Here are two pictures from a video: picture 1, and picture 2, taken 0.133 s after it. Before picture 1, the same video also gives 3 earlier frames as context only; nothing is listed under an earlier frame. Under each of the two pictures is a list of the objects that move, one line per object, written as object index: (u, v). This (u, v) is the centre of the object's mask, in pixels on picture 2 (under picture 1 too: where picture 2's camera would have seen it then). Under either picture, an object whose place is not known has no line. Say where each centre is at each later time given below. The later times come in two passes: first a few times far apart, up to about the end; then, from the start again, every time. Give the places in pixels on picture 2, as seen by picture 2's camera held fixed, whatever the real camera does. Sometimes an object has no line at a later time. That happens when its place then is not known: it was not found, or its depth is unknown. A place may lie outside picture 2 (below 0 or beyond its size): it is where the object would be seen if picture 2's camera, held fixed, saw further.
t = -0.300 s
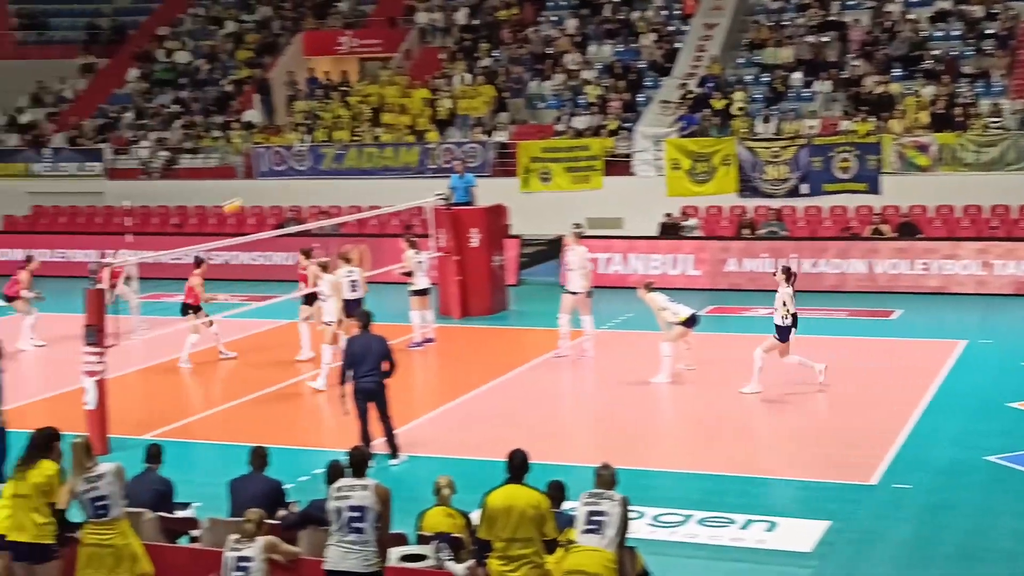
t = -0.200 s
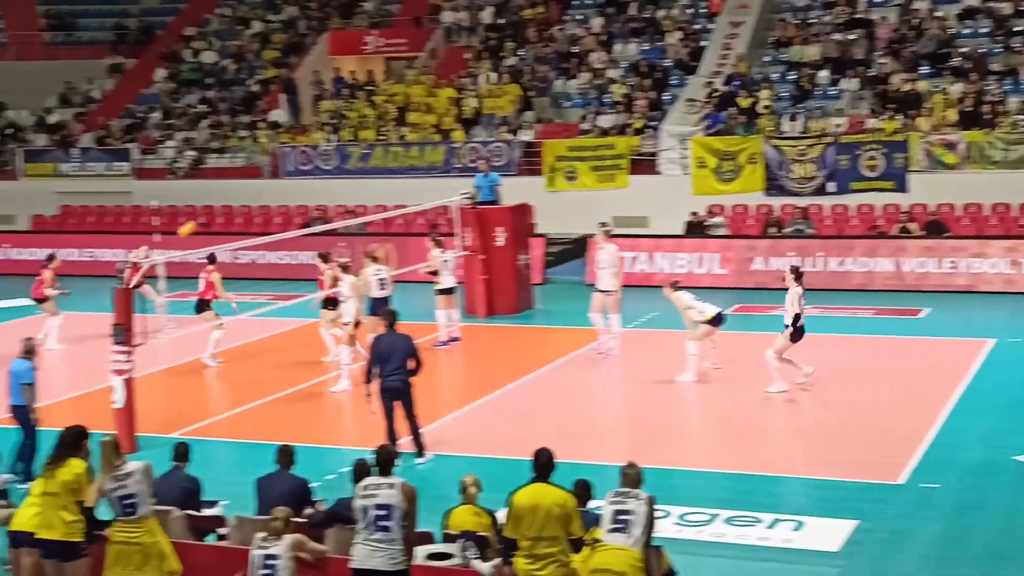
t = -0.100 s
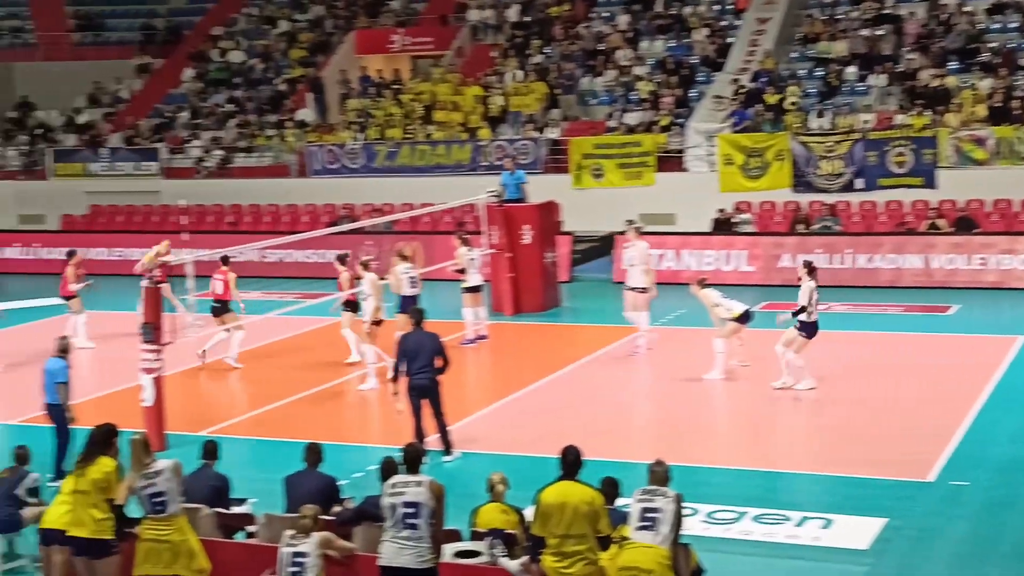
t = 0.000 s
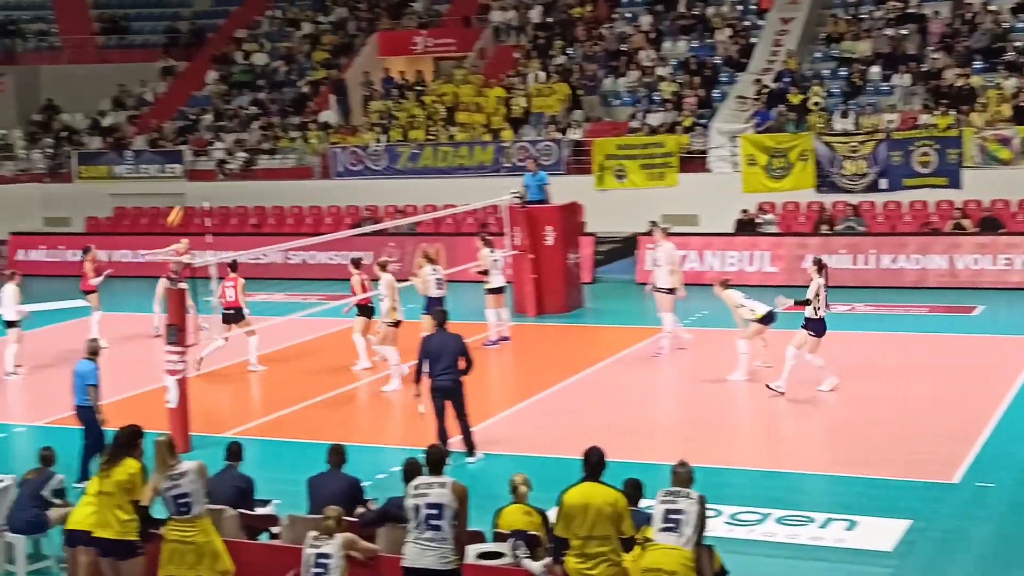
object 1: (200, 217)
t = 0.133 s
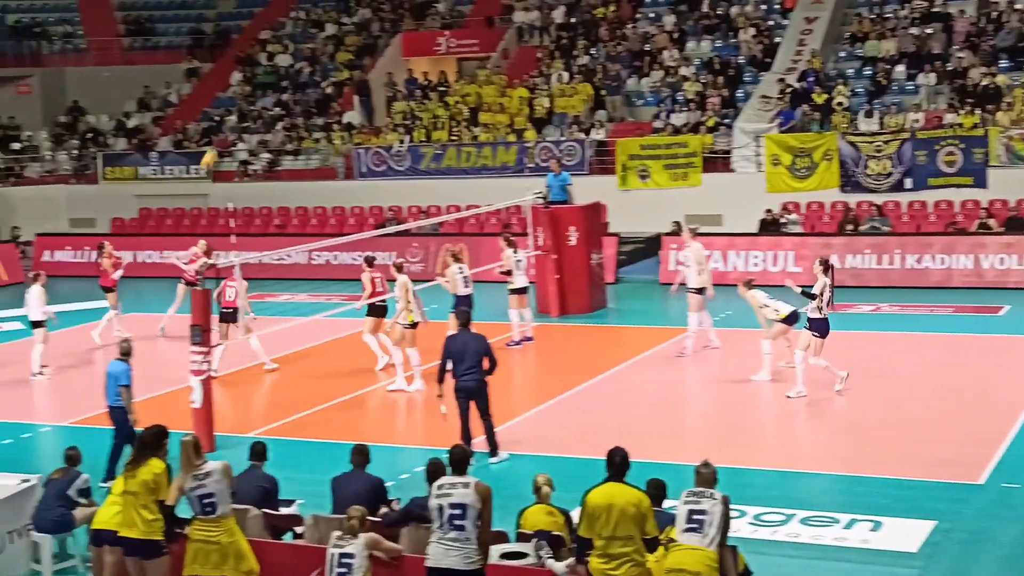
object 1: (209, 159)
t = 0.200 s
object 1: (213, 135)
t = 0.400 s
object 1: (228, 73)
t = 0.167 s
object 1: (211, 146)
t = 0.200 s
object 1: (213, 135)
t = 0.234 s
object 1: (216, 123)
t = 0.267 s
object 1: (218, 112)
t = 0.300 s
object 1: (220, 101)
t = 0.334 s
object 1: (223, 91)
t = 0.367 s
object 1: (225, 81)
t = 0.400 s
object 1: (228, 73)
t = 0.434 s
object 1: (232, 65)
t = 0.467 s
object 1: (235, 58)
